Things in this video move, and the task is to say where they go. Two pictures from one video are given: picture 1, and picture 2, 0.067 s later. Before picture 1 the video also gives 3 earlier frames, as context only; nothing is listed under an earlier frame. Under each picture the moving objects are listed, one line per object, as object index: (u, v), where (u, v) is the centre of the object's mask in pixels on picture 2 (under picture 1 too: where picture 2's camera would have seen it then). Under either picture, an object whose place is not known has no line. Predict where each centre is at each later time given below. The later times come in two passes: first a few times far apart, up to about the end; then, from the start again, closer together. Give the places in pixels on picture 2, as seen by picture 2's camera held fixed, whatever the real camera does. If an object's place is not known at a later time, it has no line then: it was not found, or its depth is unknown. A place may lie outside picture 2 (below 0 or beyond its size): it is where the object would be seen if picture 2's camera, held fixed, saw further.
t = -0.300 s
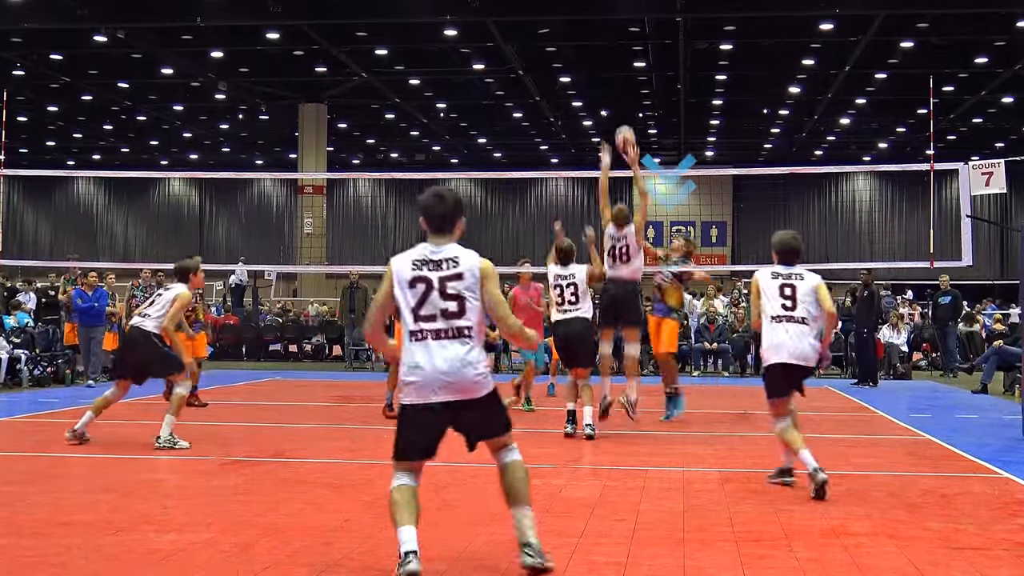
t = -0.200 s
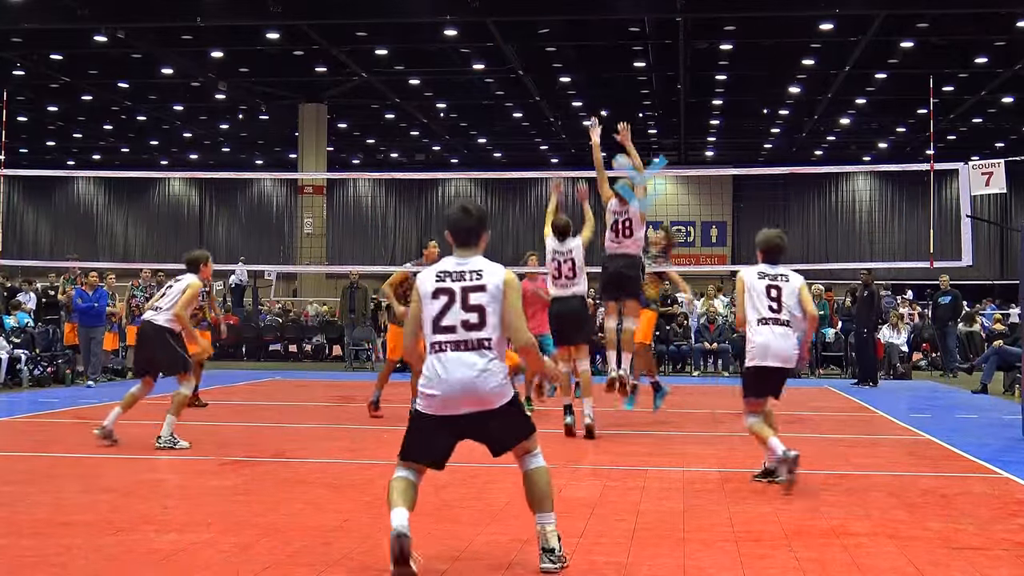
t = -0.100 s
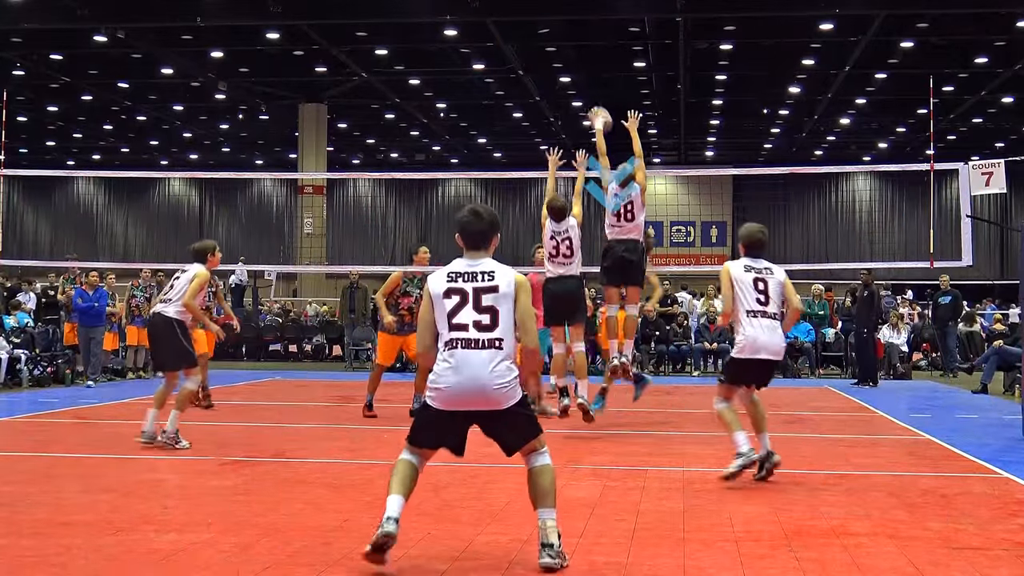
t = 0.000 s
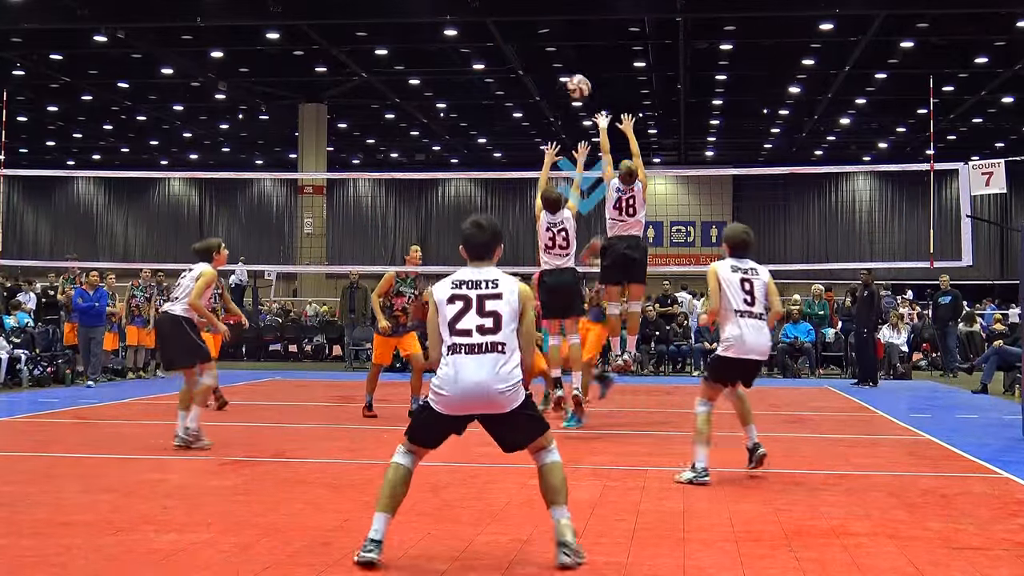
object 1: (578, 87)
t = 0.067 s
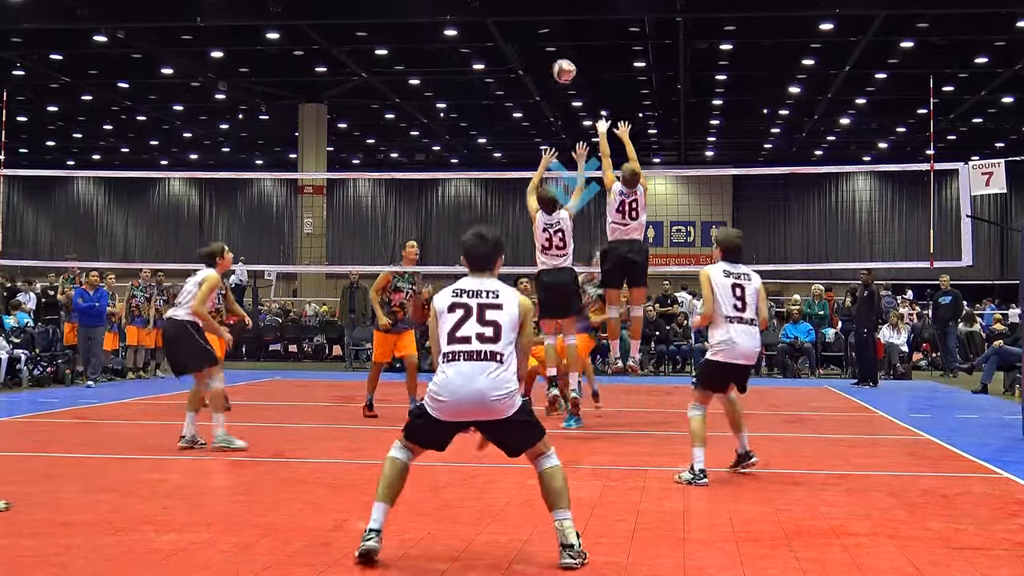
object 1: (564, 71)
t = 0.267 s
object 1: (520, 53)
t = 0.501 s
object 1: (466, 88)
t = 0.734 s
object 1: (413, 188)
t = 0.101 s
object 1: (557, 65)
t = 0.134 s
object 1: (550, 60)
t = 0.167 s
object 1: (542, 57)
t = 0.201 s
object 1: (535, 54)
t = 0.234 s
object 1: (527, 53)
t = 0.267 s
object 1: (520, 53)
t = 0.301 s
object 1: (512, 55)
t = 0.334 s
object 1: (505, 57)
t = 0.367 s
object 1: (497, 60)
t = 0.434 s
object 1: (482, 72)
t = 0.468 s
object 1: (474, 79)
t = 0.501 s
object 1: (466, 88)
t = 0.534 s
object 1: (459, 97)
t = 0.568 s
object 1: (451, 109)
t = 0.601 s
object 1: (442, 122)
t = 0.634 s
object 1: (435, 136)
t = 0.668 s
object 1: (427, 152)
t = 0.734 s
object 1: (413, 188)
